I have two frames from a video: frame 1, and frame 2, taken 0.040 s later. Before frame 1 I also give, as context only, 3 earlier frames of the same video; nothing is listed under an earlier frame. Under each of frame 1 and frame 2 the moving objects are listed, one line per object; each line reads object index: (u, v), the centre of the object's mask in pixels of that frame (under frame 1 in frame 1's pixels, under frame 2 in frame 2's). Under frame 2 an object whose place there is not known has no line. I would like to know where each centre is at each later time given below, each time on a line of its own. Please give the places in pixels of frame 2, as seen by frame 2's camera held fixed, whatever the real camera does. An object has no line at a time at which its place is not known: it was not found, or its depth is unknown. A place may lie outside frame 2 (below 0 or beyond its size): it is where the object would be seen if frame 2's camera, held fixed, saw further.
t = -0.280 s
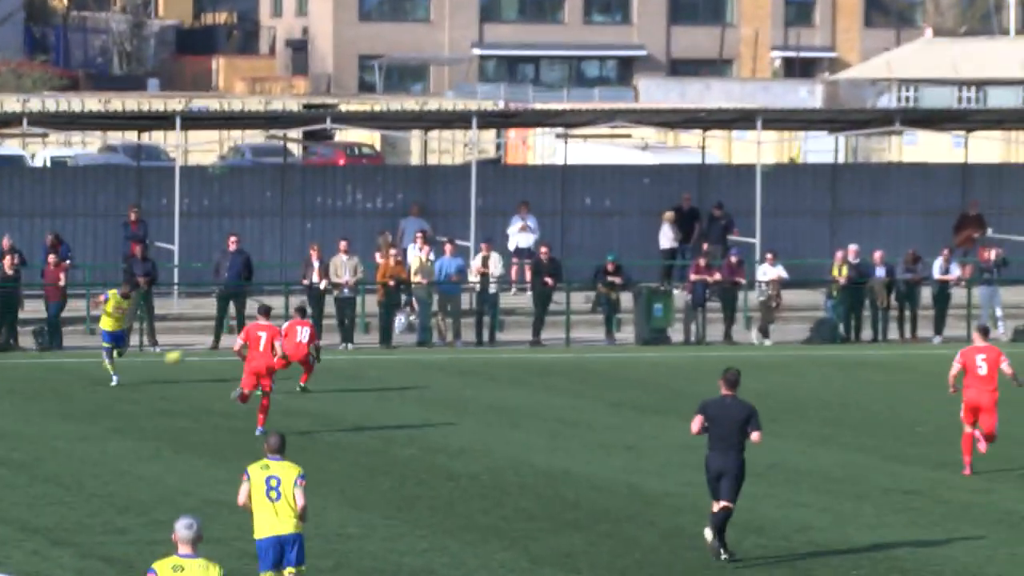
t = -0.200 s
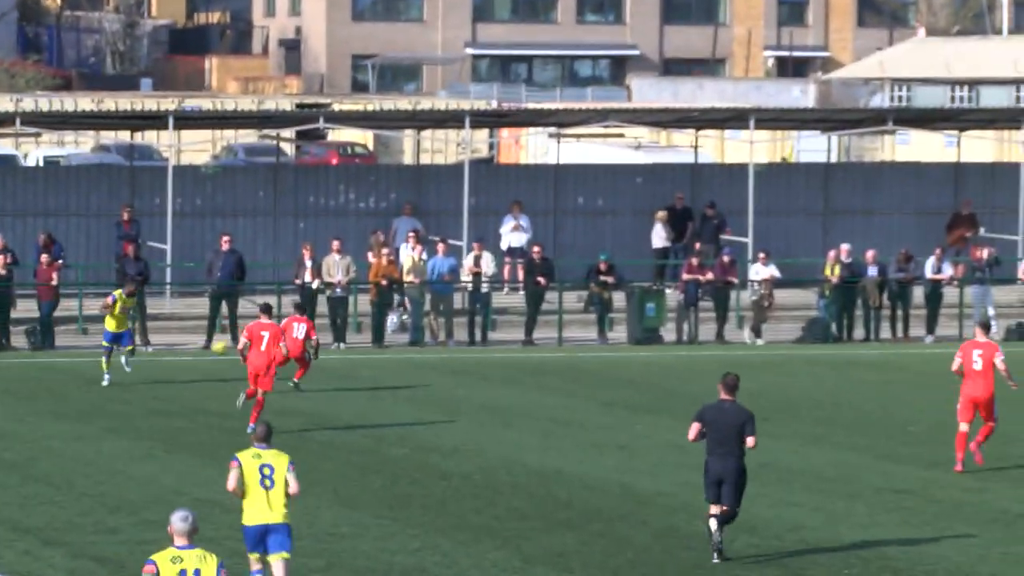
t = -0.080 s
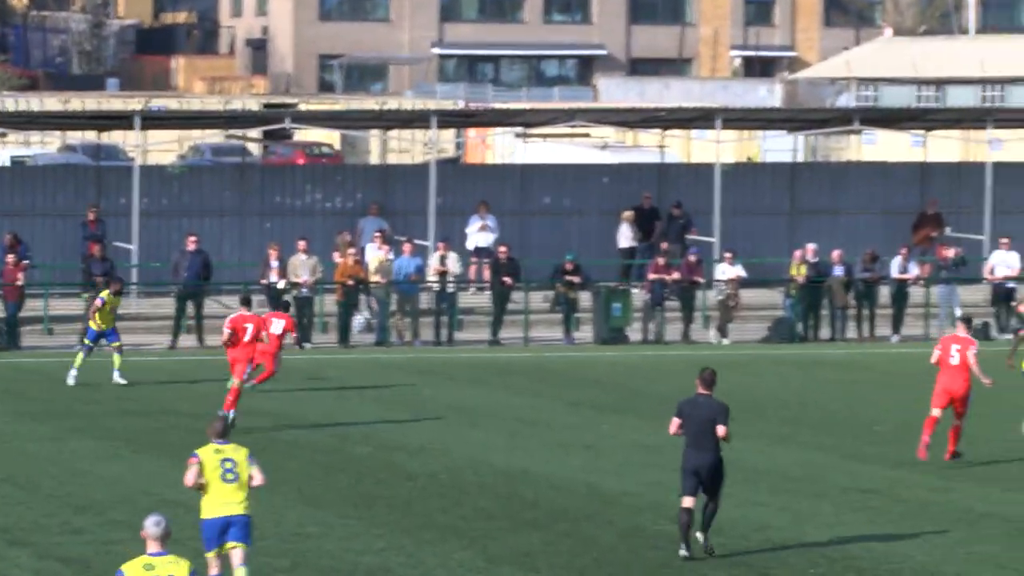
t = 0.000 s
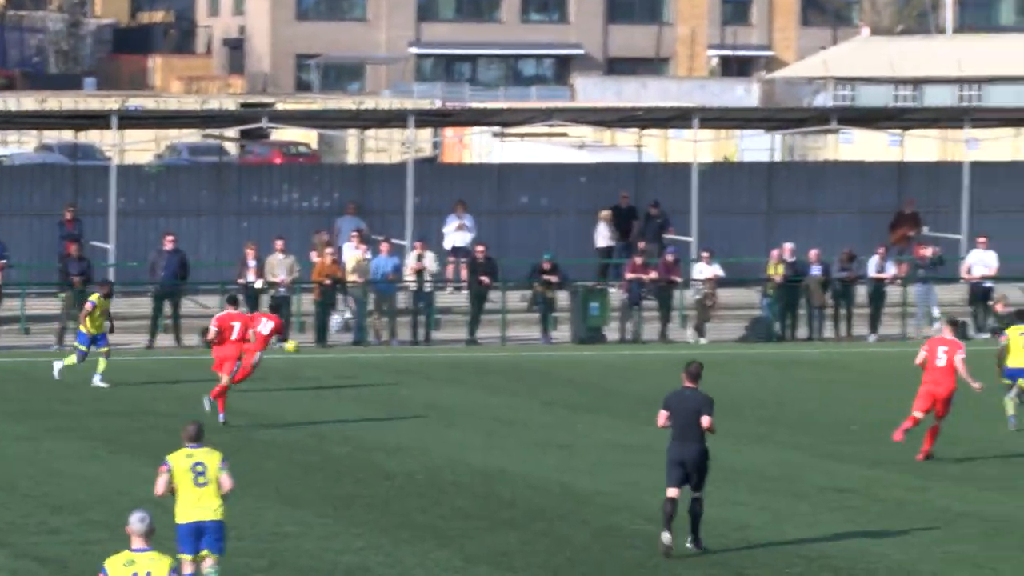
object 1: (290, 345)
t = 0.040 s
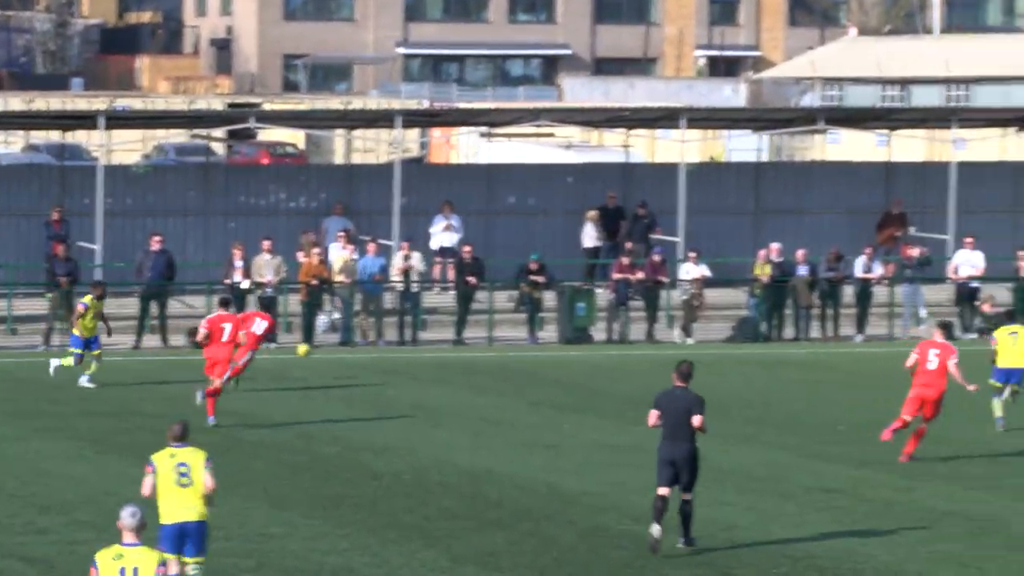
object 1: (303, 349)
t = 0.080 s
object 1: (327, 352)
